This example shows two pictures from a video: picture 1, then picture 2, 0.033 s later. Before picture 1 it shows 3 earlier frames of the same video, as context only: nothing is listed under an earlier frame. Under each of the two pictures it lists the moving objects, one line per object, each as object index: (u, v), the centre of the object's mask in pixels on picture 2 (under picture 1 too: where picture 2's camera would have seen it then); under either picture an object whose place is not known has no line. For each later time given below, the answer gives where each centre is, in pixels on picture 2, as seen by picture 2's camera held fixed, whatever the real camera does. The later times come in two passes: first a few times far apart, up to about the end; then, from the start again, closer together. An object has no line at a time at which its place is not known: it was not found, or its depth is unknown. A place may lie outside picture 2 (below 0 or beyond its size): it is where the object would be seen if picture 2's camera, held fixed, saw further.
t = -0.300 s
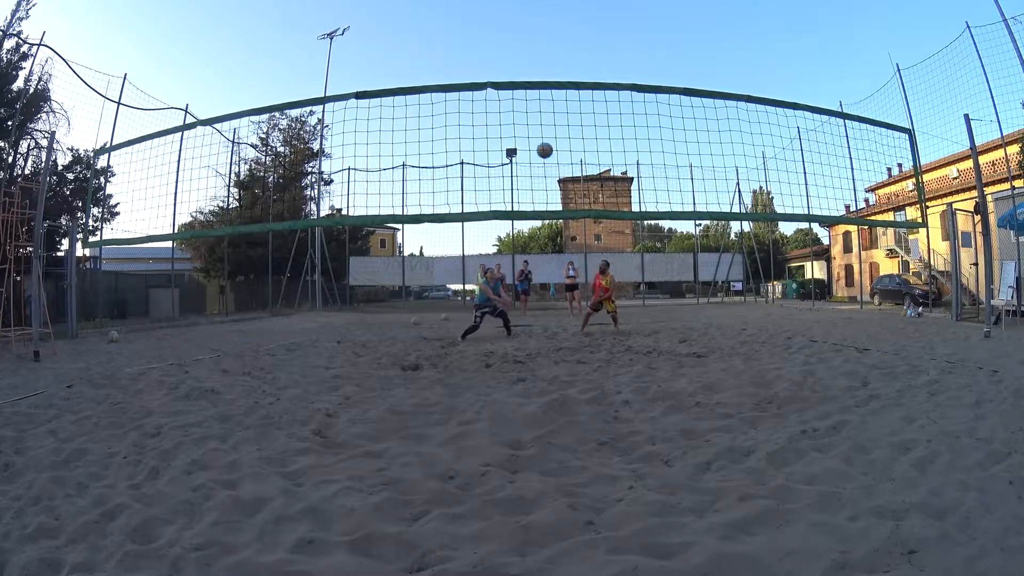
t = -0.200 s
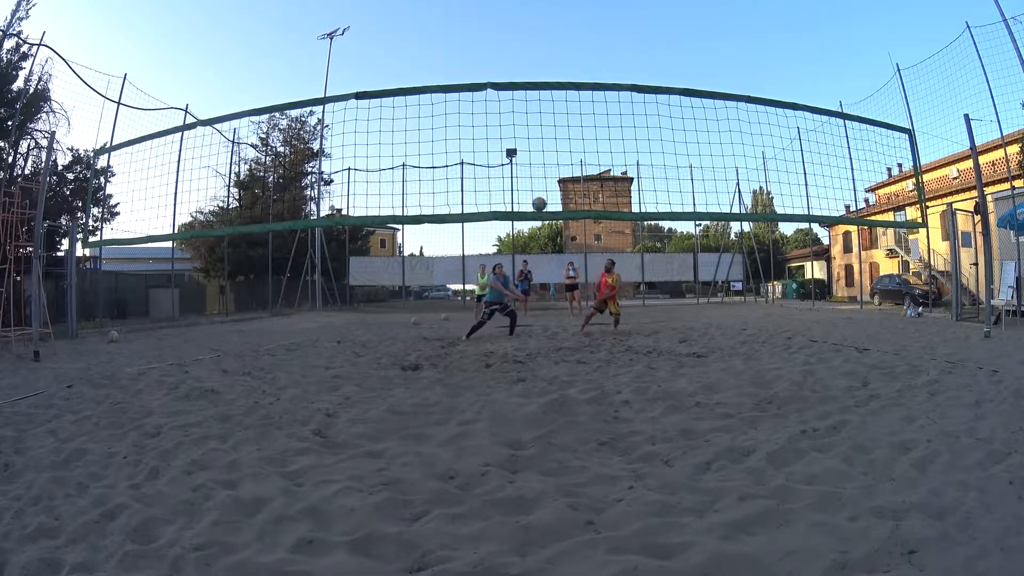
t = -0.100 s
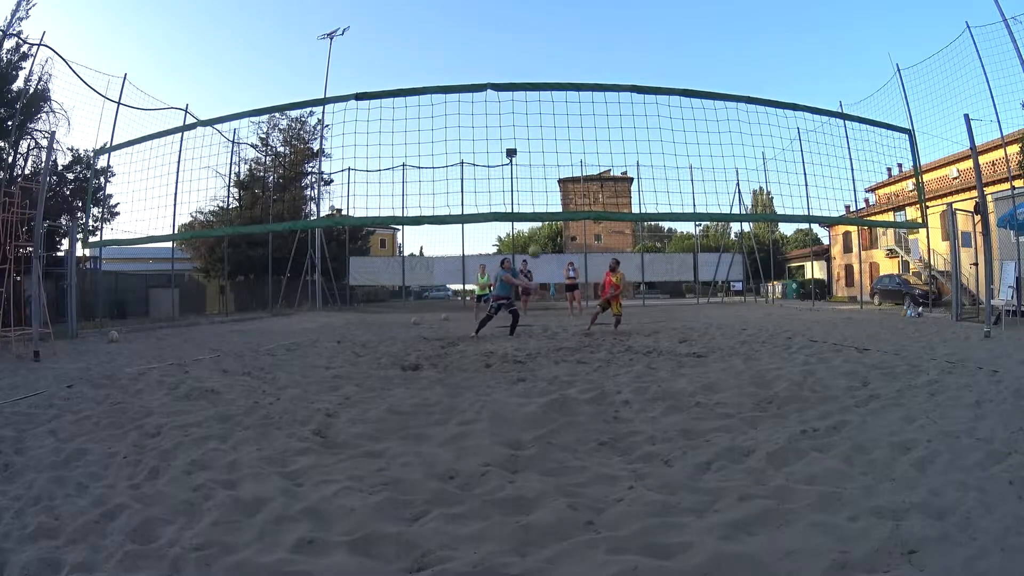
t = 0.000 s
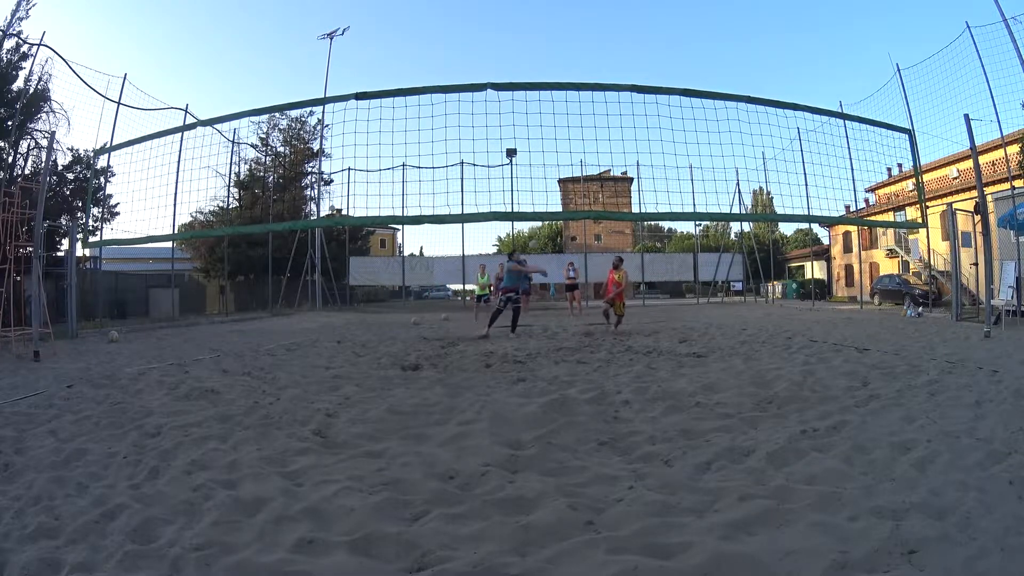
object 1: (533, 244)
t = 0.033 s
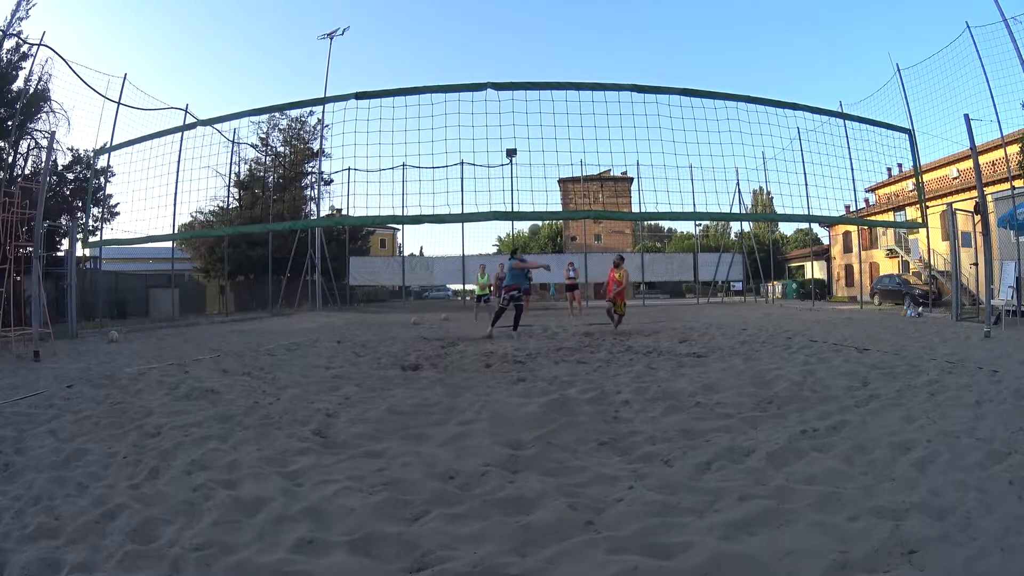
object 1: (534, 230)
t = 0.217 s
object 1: (535, 149)
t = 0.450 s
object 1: (535, 77)
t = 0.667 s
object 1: (536, 38)
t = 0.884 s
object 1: (537, 20)
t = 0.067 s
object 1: (535, 209)
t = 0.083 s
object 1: (535, 205)
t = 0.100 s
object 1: (535, 198)
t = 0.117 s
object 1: (535, 190)
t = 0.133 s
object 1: (535, 183)
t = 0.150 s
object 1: (535, 176)
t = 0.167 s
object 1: (535, 169)
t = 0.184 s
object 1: (535, 162)
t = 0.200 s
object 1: (535, 156)
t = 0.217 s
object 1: (535, 149)
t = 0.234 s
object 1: (535, 143)
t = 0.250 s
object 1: (535, 137)
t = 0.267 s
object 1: (535, 131)
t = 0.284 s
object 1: (535, 126)
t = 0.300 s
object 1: (535, 120)
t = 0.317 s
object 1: (535, 115)
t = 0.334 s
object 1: (535, 110)
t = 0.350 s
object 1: (535, 104)
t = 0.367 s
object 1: (535, 100)
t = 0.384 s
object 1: (535, 95)
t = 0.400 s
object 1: (535, 93)
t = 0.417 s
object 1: (535, 81)
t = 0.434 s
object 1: (535, 80)
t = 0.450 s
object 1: (535, 77)
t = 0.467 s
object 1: (535, 74)
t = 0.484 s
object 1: (535, 70)
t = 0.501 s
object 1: (535, 67)
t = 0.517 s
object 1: (535, 63)
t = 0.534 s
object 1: (536, 60)
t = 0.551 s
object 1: (535, 57)
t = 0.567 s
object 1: (535, 53)
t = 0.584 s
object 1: (536, 51)
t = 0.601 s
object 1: (536, 48)
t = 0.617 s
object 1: (536, 45)
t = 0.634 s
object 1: (536, 43)
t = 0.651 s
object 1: (536, 40)
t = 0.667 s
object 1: (536, 38)
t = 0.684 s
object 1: (536, 36)
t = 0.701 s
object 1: (536, 34)
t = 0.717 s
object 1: (536, 32)
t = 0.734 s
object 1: (536, 30)
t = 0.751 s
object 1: (536, 29)
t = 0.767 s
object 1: (536, 27)
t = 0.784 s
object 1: (537, 26)
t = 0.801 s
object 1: (537, 24)
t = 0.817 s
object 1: (537, 23)
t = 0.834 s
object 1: (537, 22)
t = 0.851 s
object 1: (537, 21)
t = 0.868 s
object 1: (537, 21)
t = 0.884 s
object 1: (537, 20)
